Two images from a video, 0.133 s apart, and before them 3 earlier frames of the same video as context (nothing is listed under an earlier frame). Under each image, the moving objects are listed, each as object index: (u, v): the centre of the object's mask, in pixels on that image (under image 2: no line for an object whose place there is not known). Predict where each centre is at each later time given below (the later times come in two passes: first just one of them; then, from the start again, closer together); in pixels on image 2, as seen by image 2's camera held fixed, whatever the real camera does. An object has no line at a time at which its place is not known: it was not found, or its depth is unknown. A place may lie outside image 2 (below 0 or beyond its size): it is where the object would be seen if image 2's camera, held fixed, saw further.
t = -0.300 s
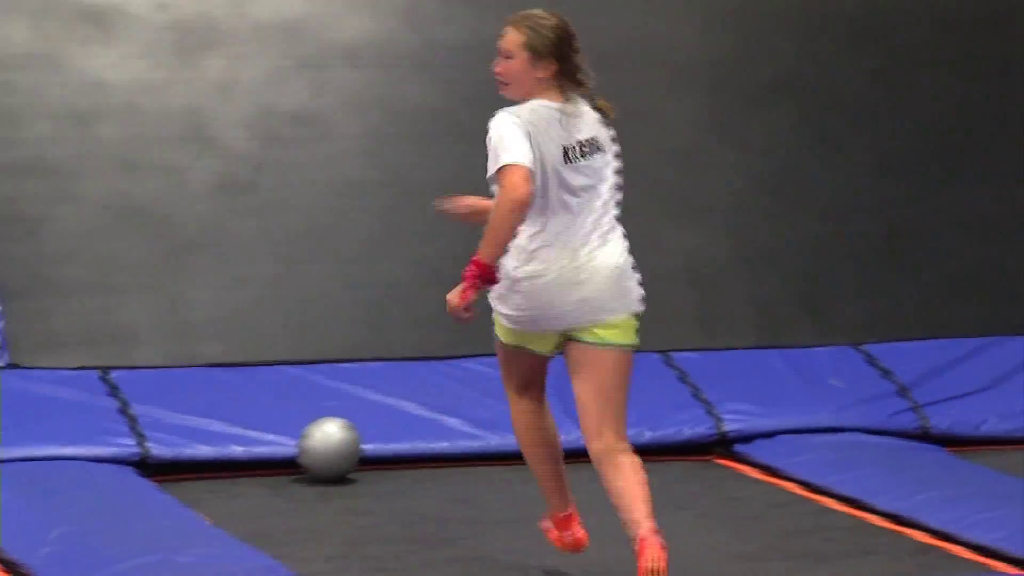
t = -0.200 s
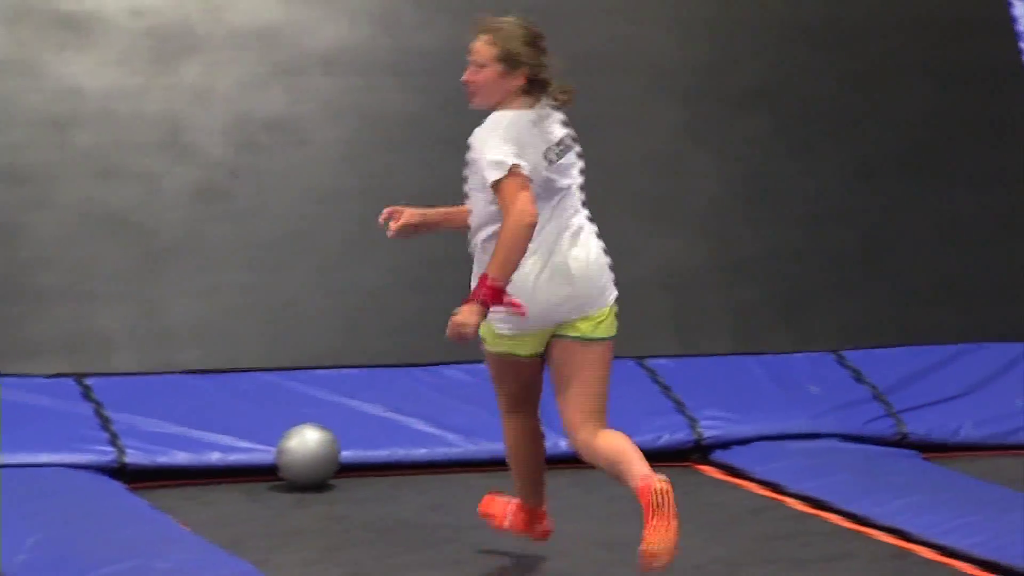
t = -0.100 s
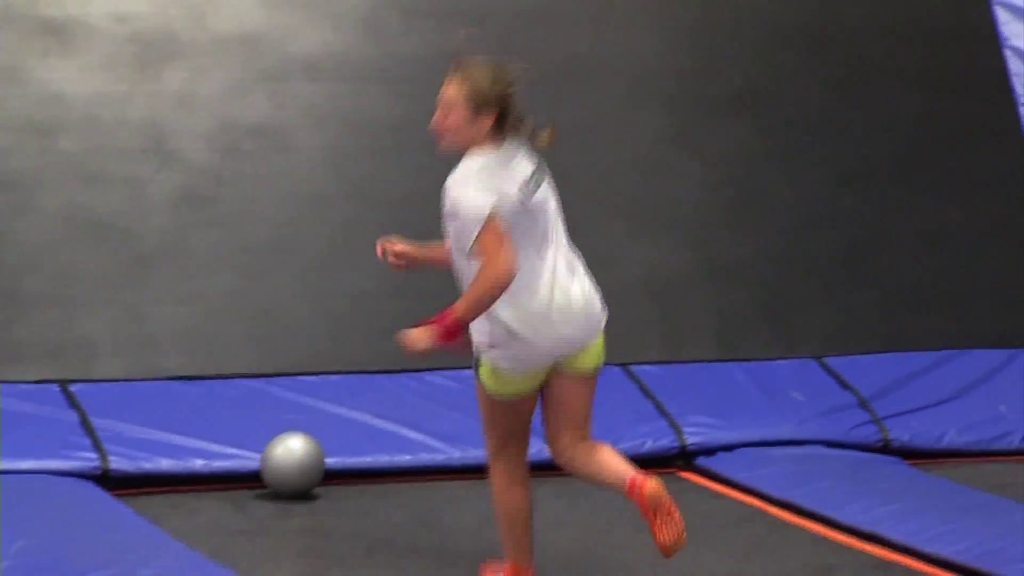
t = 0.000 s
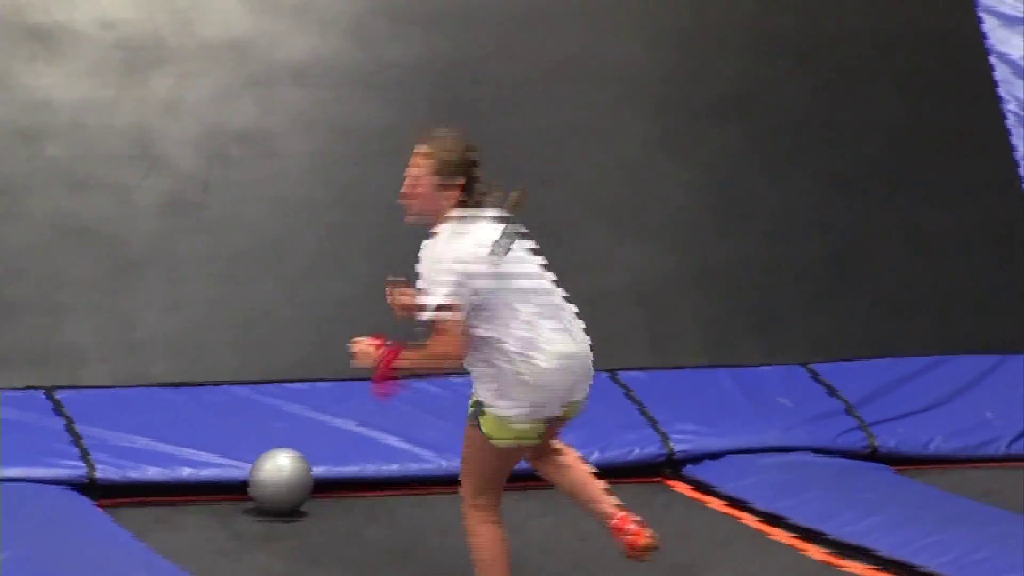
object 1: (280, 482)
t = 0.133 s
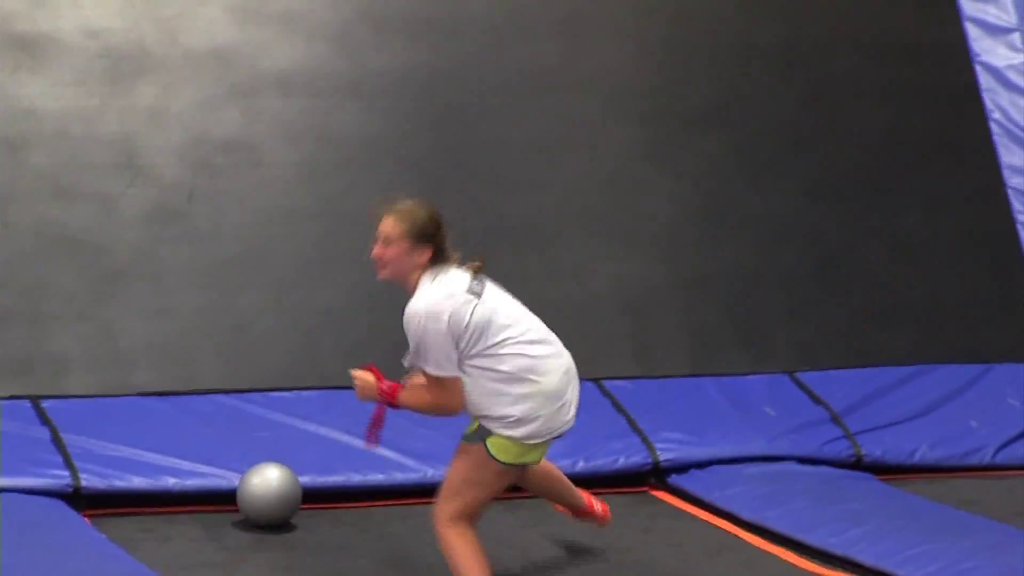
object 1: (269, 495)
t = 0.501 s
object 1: (287, 521)
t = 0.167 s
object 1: (270, 492)
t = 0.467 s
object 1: (285, 512)
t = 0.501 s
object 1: (287, 521)
